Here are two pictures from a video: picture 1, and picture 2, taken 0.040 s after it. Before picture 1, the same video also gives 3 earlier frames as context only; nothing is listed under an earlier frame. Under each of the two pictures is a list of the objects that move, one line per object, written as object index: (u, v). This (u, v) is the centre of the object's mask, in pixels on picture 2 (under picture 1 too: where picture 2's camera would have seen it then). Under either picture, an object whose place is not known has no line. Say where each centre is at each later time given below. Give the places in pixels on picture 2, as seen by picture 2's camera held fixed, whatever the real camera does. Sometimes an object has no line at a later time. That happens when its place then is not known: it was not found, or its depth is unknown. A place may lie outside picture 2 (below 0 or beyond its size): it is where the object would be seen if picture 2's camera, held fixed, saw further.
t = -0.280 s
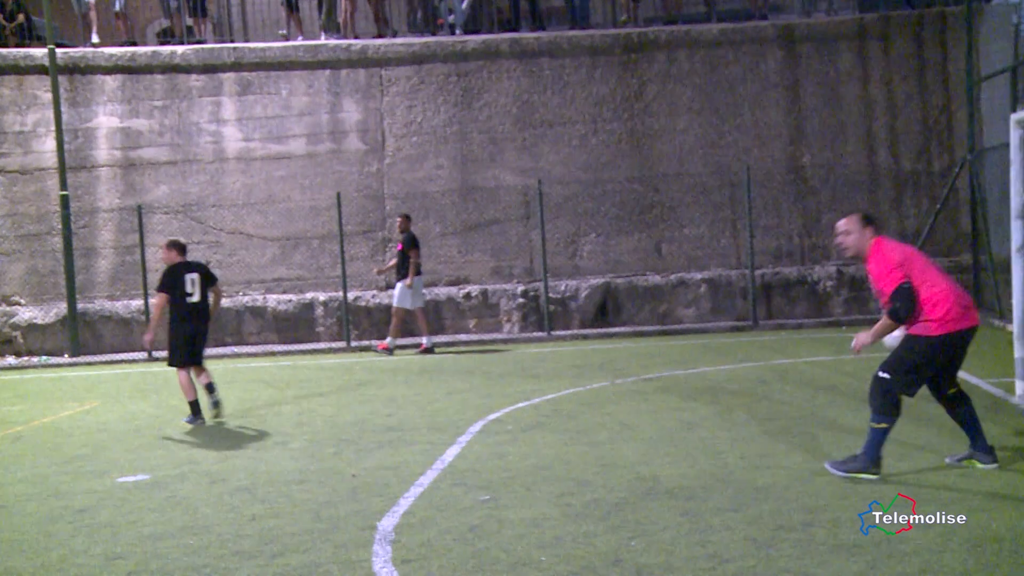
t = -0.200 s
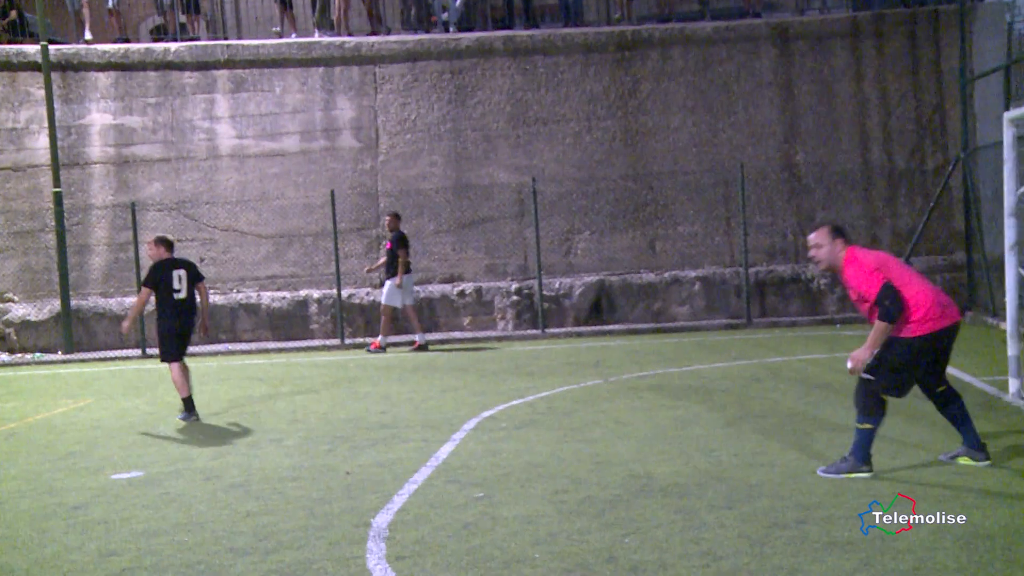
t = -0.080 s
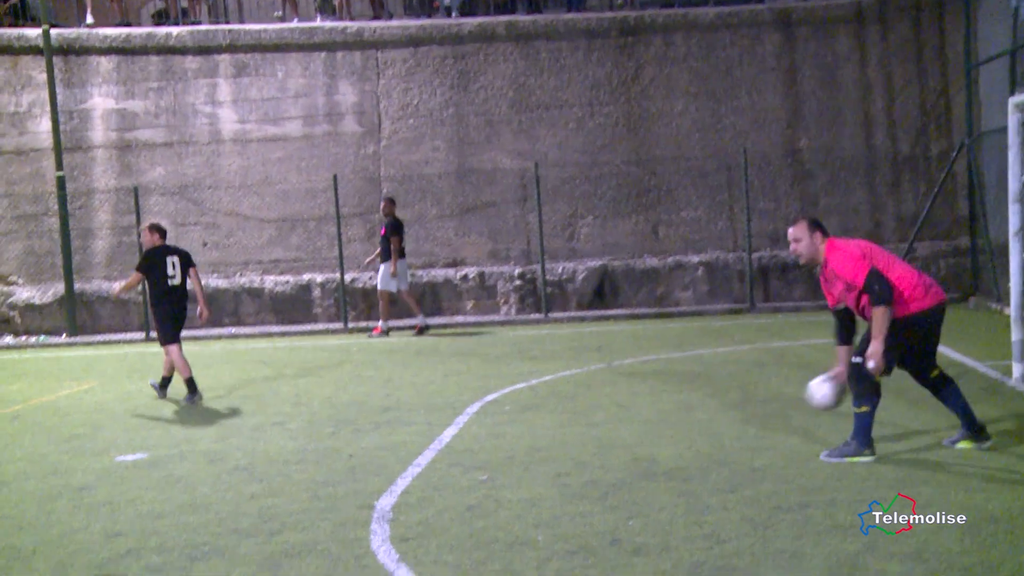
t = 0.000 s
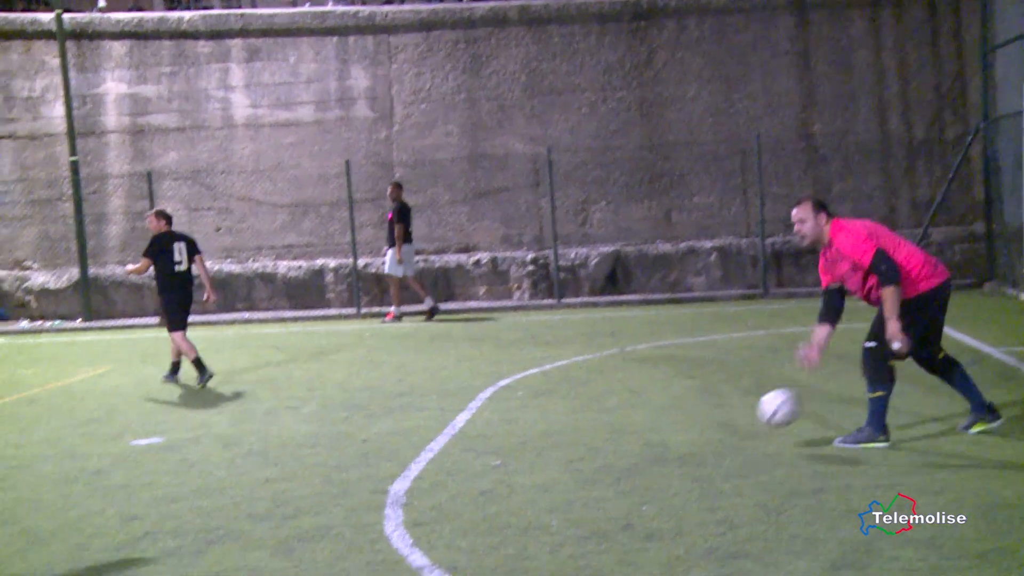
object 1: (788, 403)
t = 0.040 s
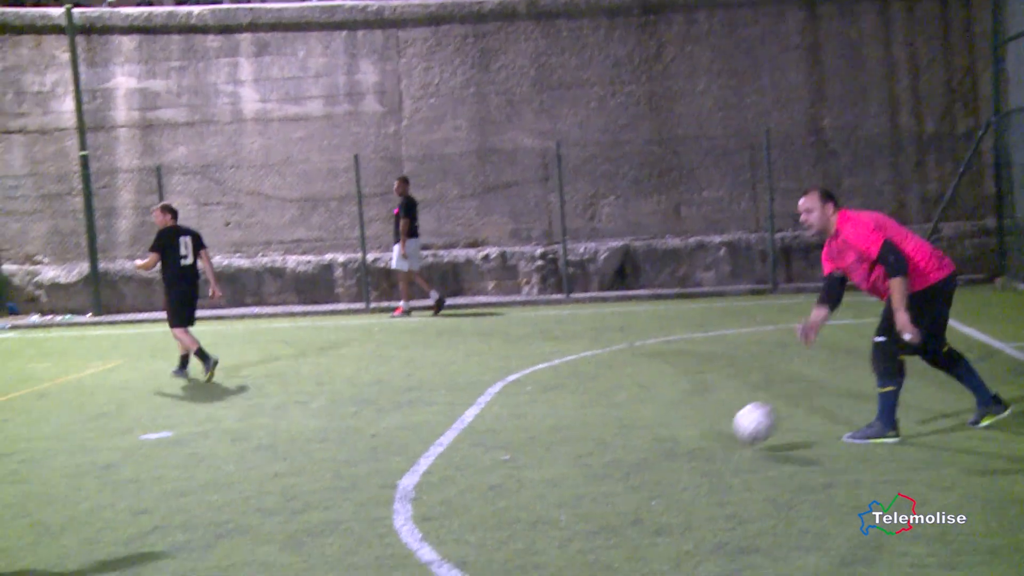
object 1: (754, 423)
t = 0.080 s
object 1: (720, 440)
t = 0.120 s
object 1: (694, 438)
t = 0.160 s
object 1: (667, 438)
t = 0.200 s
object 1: (639, 440)
